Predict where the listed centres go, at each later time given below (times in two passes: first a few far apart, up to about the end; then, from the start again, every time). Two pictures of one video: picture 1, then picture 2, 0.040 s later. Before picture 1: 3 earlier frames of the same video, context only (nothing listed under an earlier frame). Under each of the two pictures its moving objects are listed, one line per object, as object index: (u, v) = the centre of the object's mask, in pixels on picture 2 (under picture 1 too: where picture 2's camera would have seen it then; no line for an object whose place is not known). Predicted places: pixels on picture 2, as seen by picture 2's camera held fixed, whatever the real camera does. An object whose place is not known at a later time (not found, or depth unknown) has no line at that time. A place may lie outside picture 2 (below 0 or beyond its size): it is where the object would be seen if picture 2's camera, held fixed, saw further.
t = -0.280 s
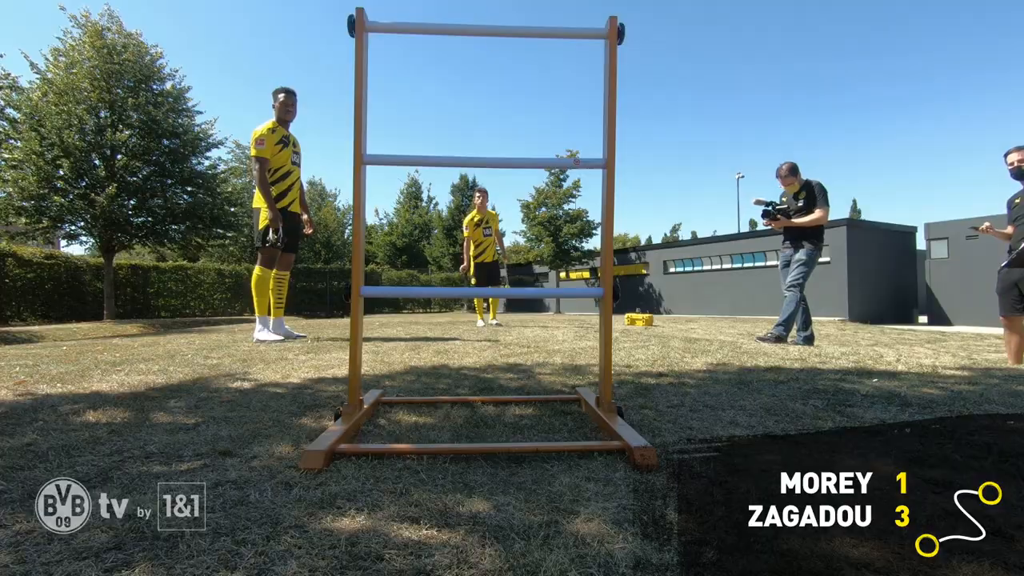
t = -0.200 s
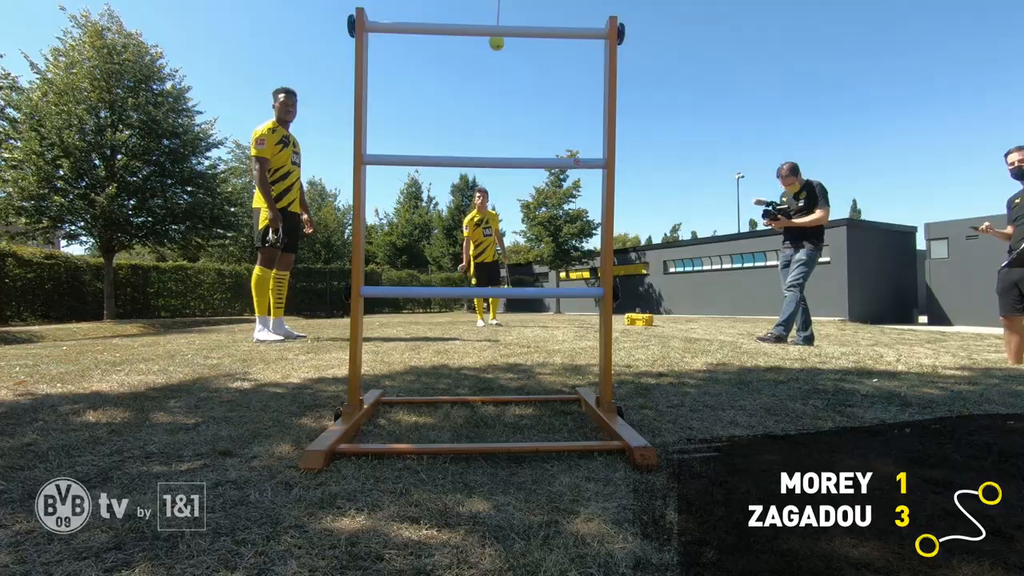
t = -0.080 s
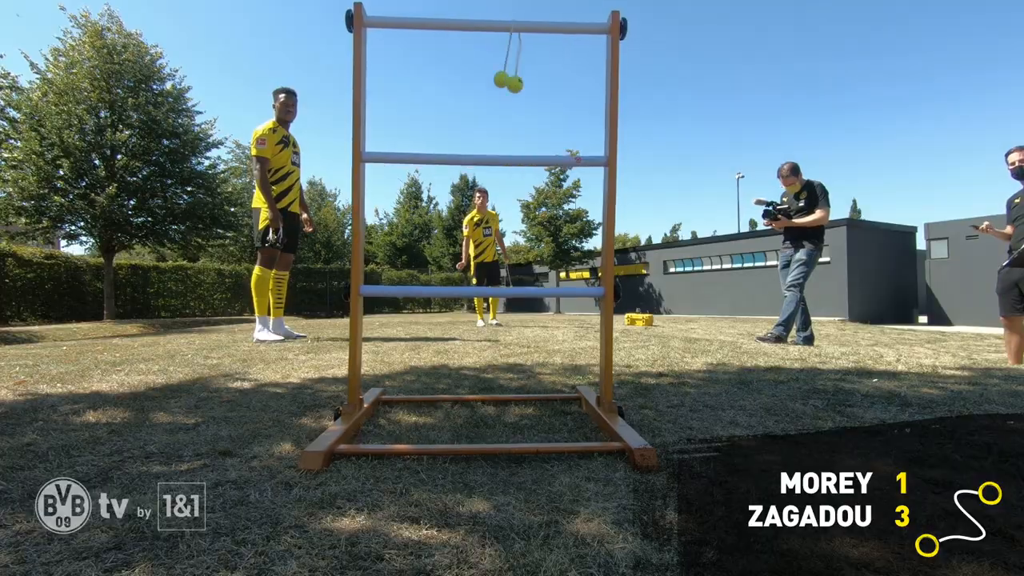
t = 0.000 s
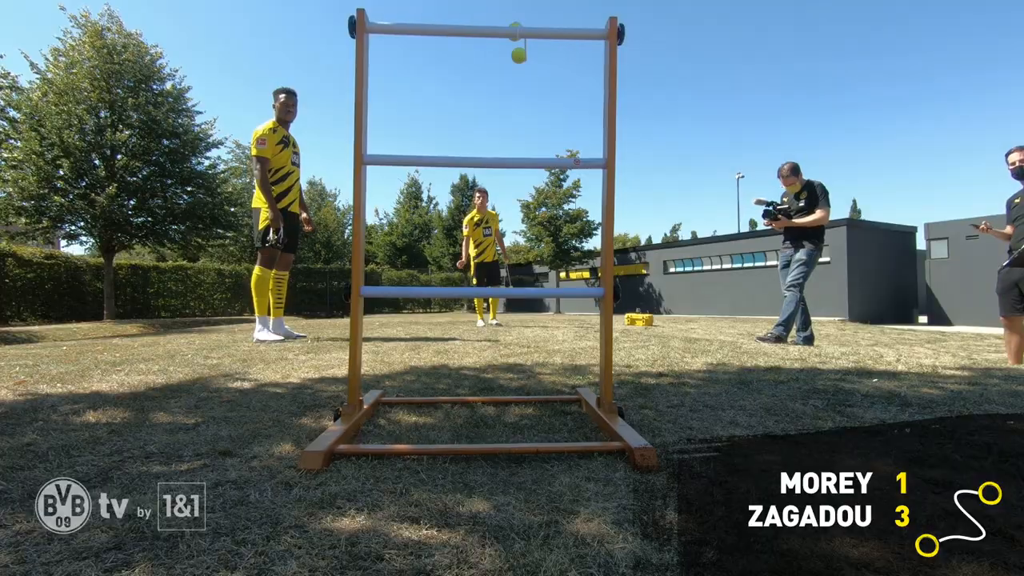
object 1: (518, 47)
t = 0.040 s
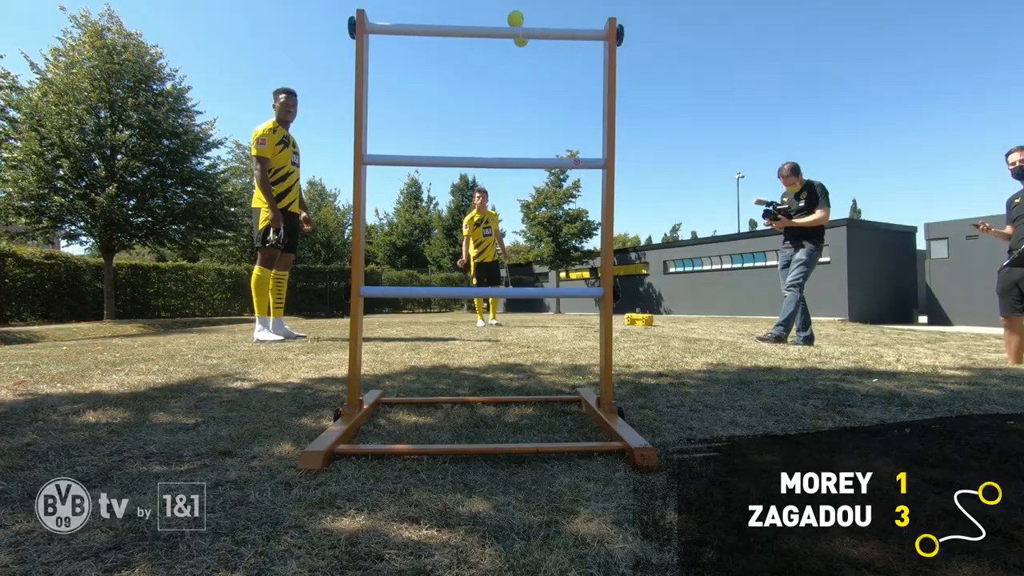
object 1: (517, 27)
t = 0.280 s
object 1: (526, 58)
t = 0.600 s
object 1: (538, 57)
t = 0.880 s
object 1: (531, 78)
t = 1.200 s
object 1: (517, 79)
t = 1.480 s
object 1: (537, 74)
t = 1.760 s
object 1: (525, 70)
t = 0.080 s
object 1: (520, 22)
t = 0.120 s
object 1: (524, 21)
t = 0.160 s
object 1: (529, 21)
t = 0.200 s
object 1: (528, 31)
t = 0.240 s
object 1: (524, 44)
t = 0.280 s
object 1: (526, 58)
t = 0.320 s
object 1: (524, 78)
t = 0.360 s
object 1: (529, 79)
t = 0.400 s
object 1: (530, 74)
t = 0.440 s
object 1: (531, 72)
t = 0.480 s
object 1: (534, 67)
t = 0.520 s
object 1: (538, 69)
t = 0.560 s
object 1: (535, 53)
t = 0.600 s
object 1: (538, 57)
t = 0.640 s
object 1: (538, 55)
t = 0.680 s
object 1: (538, 58)
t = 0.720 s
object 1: (536, 62)
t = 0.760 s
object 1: (535, 66)
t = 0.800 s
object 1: (535, 74)
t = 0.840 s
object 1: (533, 80)
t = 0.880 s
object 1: (531, 78)
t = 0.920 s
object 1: (524, 82)
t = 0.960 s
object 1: (522, 81)
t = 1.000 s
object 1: (521, 78)
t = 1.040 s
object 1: (518, 76)
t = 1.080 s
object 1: (518, 76)
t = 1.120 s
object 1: (516, 76)
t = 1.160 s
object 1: (516, 77)
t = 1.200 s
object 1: (517, 79)
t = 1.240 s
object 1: (518, 81)
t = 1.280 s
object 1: (521, 82)
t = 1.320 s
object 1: (525, 78)
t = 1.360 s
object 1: (529, 78)
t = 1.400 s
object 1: (530, 80)
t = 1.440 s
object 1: (534, 77)
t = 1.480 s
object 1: (537, 74)
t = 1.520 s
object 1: (538, 70)
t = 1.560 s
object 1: (538, 64)
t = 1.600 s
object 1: (537, 64)
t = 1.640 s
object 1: (533, 64)
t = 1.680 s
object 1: (530, 66)
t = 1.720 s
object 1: (527, 69)
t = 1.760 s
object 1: (525, 70)
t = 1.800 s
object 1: (532, 77)
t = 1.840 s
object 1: (529, 78)
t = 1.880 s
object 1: (526, 82)
